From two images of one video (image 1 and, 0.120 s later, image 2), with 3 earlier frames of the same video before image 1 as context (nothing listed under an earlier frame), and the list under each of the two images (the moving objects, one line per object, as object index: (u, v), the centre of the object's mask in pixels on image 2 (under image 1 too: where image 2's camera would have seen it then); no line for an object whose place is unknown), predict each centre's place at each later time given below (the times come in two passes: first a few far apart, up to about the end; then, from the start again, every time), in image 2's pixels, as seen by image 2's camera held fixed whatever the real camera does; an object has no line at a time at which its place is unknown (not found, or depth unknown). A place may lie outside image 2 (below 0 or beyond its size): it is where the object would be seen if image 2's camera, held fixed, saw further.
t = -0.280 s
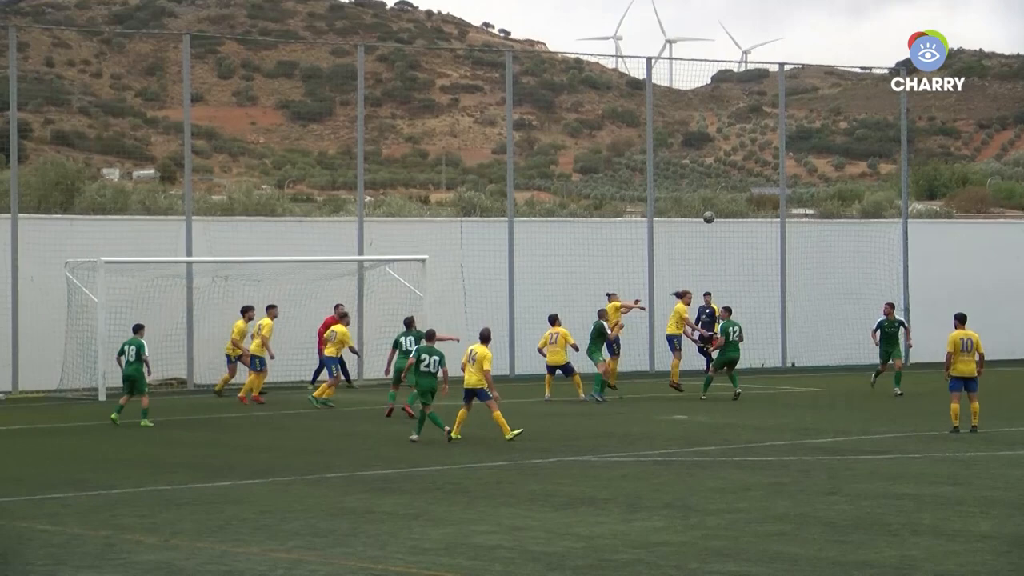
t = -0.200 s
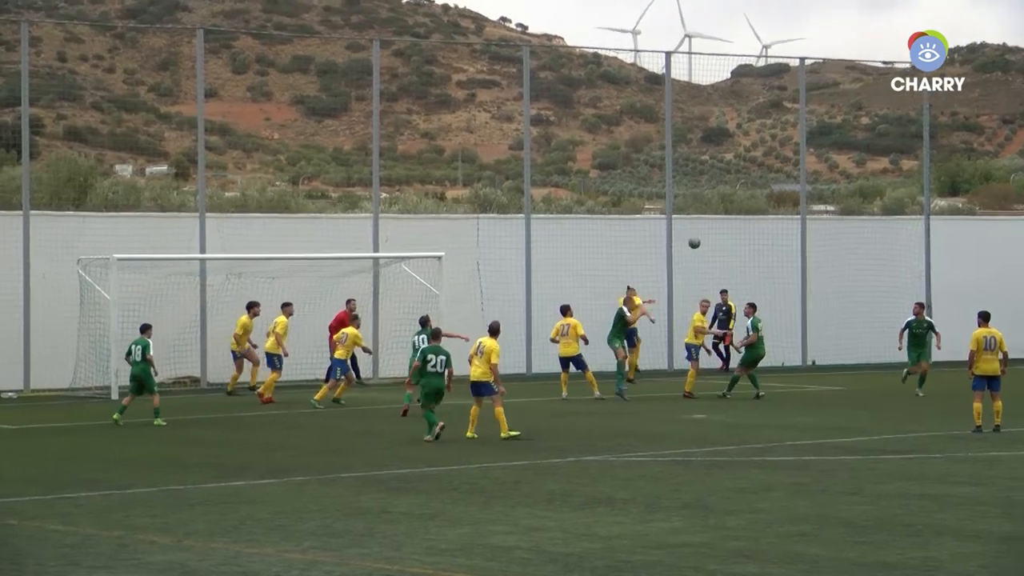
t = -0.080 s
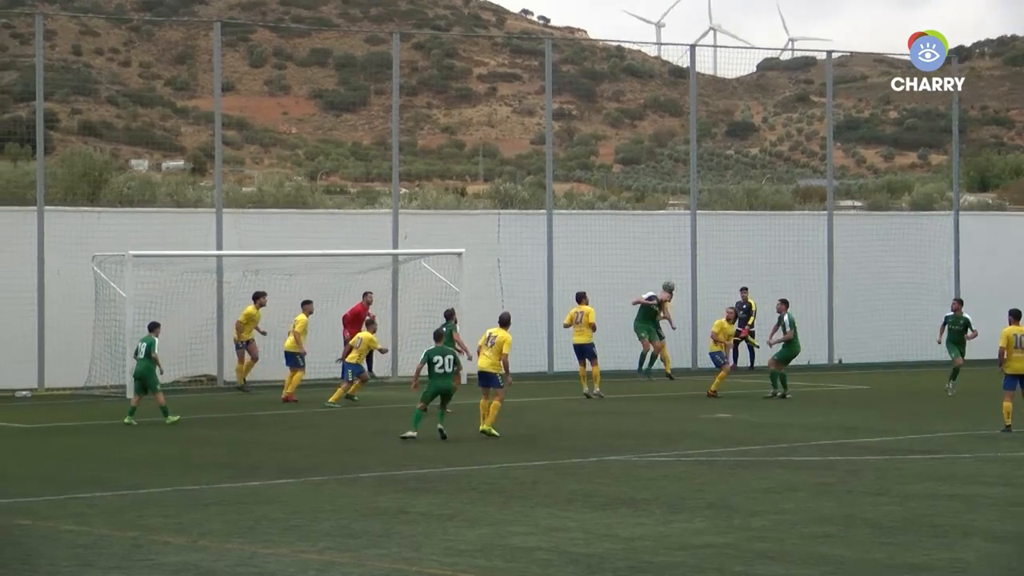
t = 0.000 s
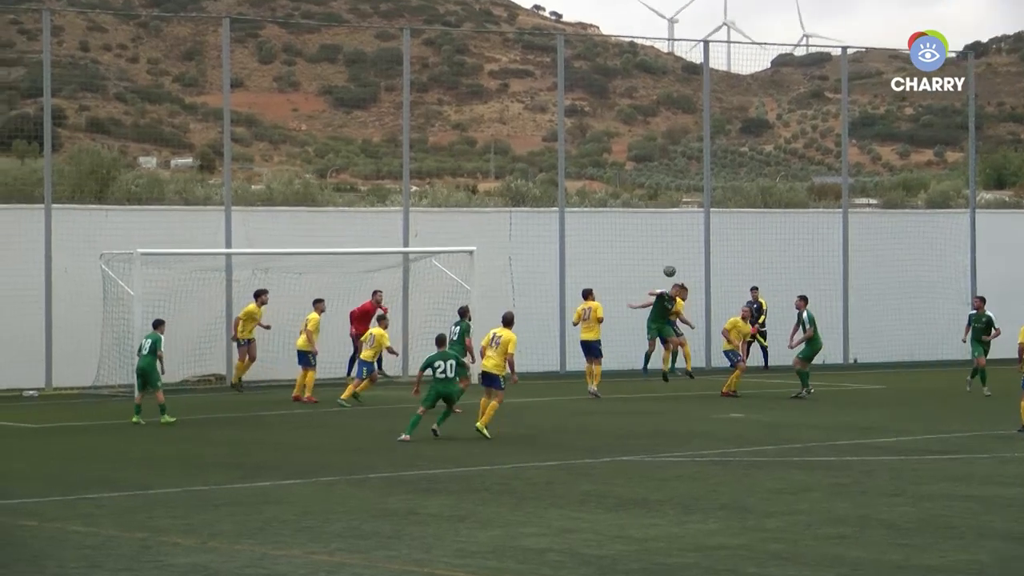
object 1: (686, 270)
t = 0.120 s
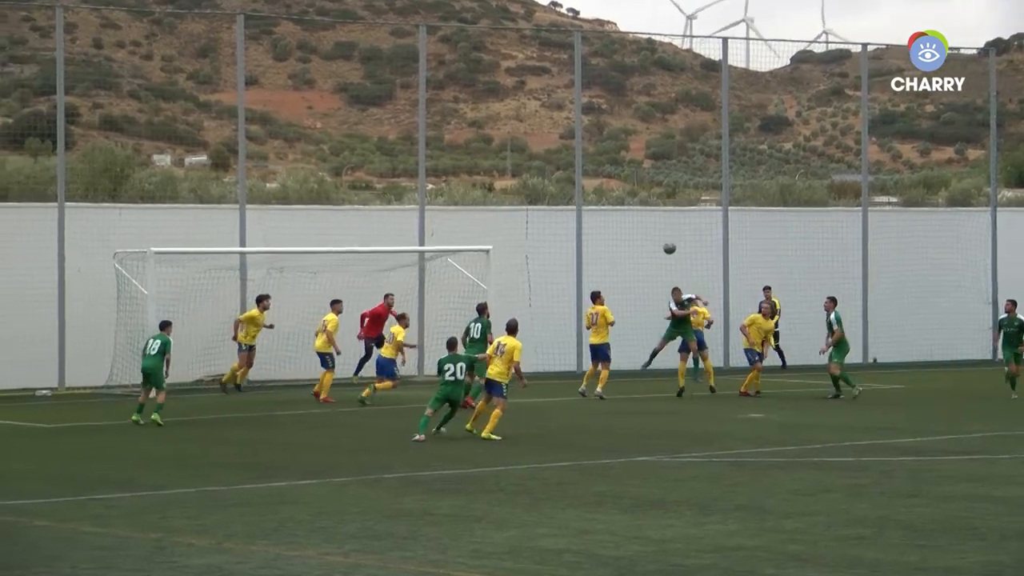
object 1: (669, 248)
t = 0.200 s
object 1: (659, 237)
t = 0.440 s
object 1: (626, 233)
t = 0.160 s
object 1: (664, 242)
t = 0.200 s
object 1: (659, 237)
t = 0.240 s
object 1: (654, 234)
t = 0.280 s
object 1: (648, 233)
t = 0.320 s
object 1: (643, 231)
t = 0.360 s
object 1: (638, 231)
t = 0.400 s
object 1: (632, 231)
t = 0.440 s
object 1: (626, 233)
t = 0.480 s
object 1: (621, 236)
